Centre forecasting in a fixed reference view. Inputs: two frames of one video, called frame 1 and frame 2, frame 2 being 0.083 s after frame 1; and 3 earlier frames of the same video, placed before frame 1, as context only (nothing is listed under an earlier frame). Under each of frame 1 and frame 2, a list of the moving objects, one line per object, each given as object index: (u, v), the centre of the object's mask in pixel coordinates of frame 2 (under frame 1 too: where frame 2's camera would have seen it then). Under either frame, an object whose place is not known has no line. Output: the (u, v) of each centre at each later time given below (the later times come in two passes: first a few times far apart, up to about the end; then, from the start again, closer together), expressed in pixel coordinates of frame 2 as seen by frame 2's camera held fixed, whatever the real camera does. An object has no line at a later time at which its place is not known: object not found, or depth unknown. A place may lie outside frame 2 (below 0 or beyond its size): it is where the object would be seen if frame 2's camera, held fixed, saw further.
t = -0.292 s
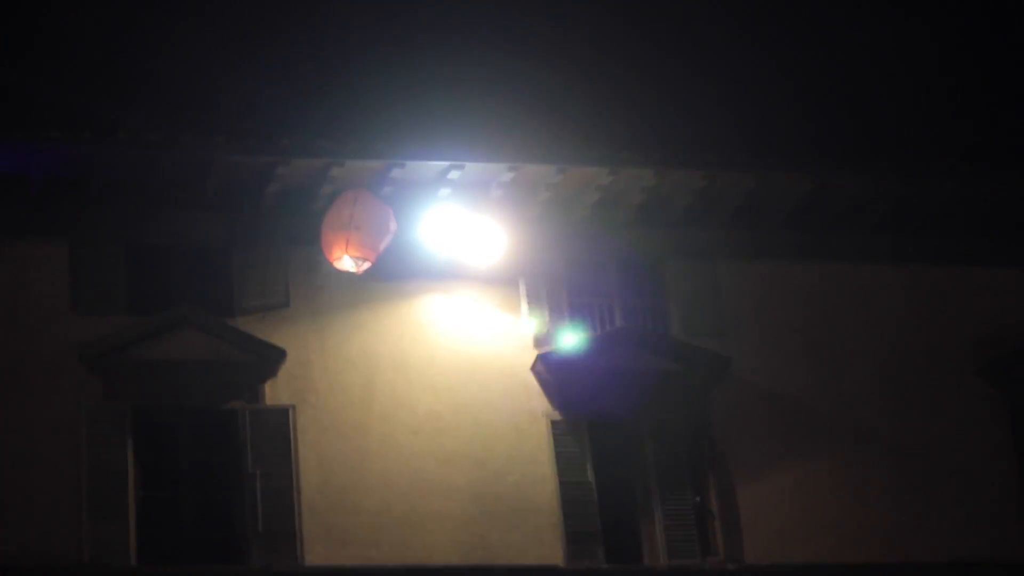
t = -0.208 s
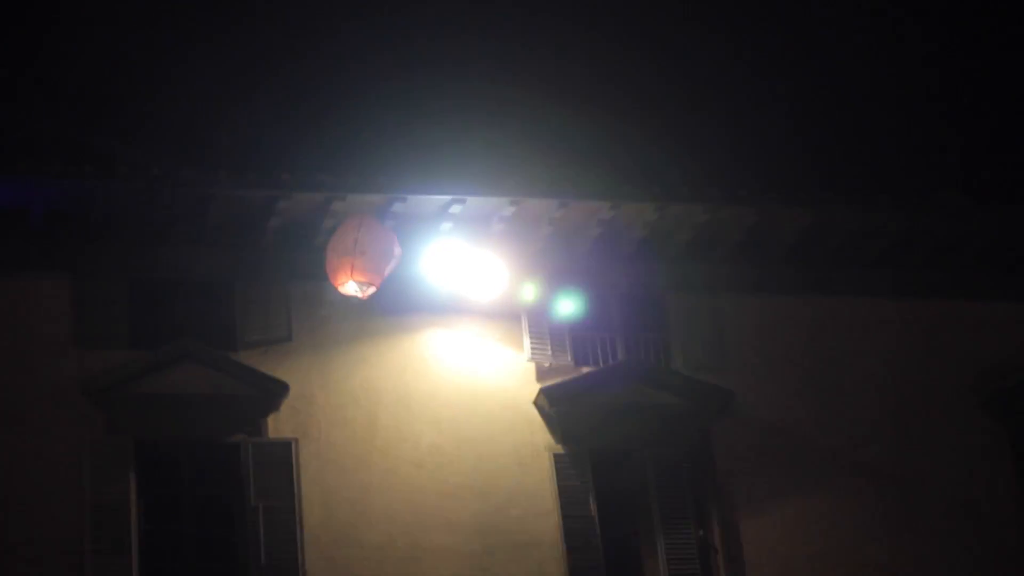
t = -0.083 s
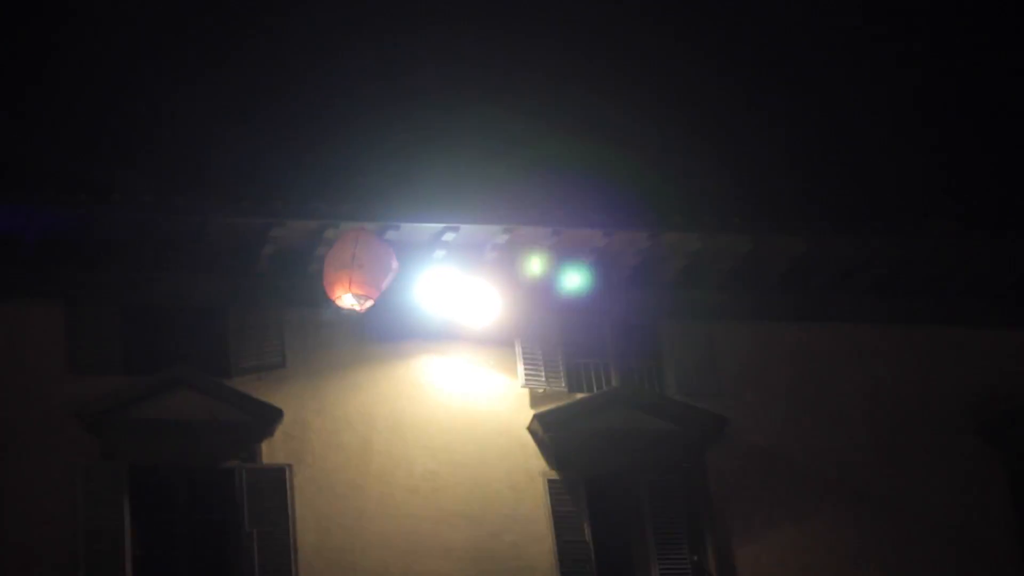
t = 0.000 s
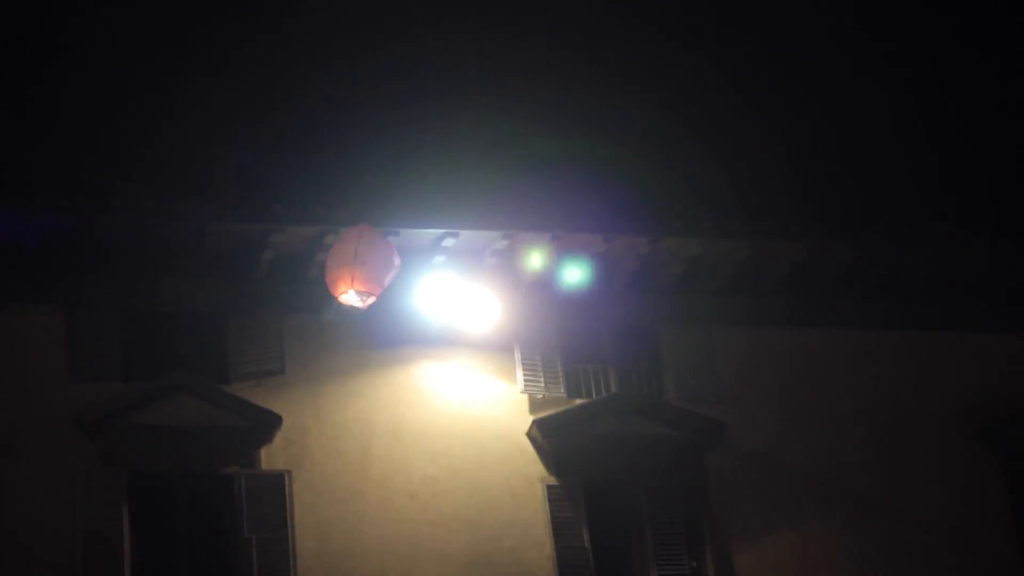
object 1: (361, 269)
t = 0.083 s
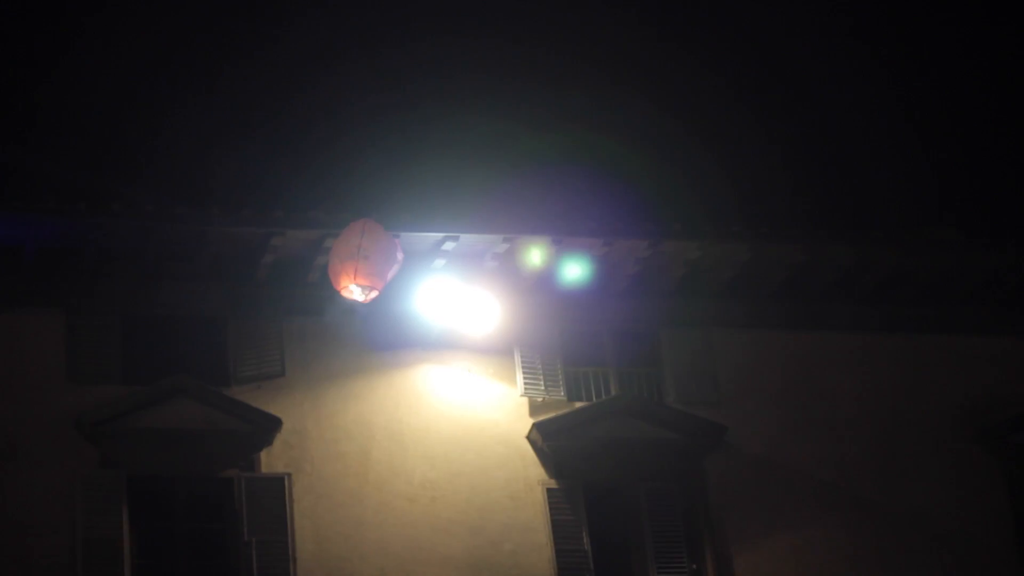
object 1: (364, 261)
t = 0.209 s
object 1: (369, 245)
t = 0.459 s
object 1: (375, 214)
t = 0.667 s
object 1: (380, 191)
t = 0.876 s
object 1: (388, 161)
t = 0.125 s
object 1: (365, 256)
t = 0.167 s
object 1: (367, 251)
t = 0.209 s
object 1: (369, 245)
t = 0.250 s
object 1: (370, 239)
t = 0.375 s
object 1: (372, 224)
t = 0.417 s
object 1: (374, 218)
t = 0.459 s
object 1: (375, 214)
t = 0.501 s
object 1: (376, 210)
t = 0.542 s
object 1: (377, 205)
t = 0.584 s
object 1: (378, 200)
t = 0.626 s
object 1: (379, 195)
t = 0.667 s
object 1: (380, 191)
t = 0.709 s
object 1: (382, 185)
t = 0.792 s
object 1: (387, 176)
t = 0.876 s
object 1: (388, 161)
